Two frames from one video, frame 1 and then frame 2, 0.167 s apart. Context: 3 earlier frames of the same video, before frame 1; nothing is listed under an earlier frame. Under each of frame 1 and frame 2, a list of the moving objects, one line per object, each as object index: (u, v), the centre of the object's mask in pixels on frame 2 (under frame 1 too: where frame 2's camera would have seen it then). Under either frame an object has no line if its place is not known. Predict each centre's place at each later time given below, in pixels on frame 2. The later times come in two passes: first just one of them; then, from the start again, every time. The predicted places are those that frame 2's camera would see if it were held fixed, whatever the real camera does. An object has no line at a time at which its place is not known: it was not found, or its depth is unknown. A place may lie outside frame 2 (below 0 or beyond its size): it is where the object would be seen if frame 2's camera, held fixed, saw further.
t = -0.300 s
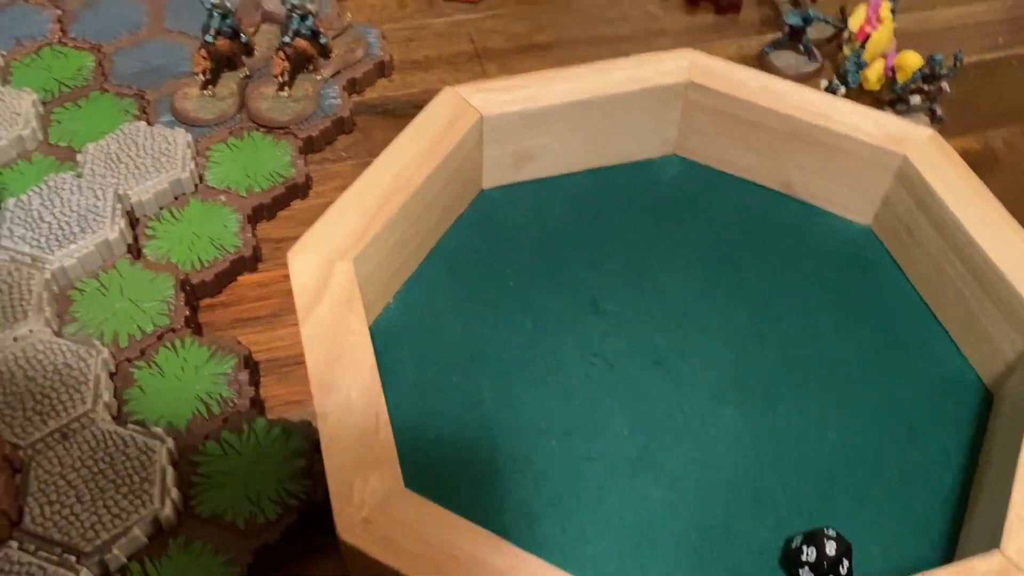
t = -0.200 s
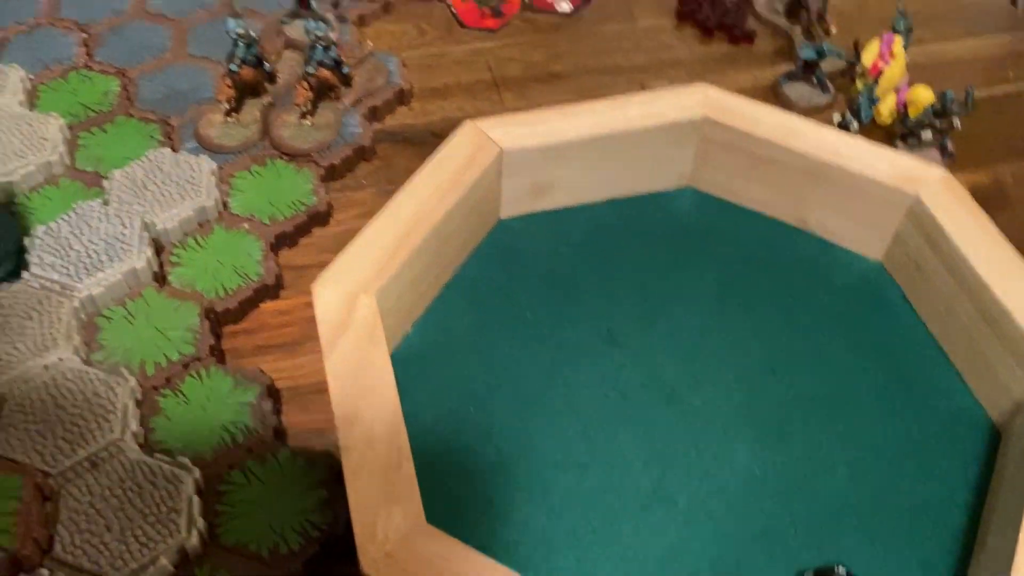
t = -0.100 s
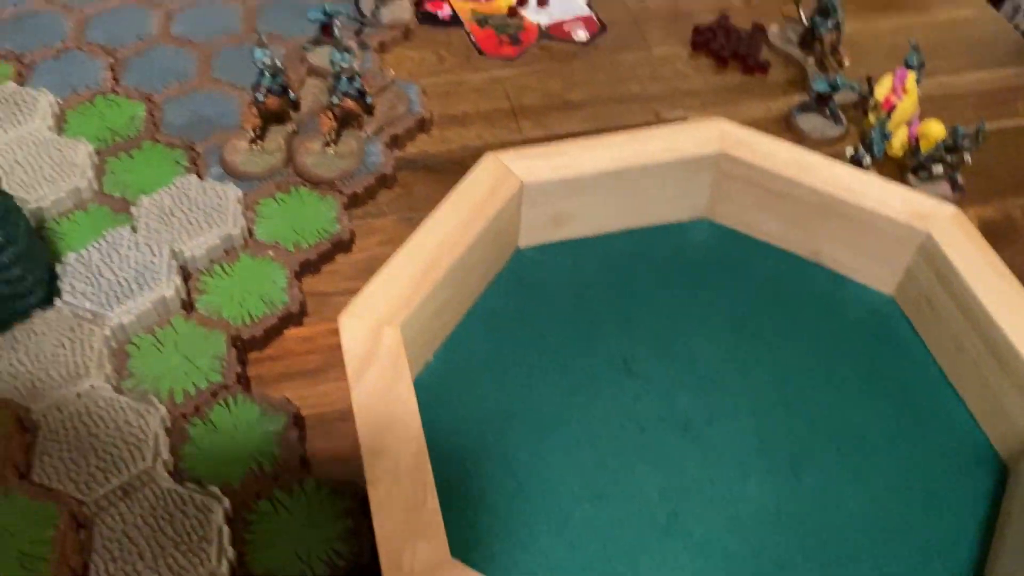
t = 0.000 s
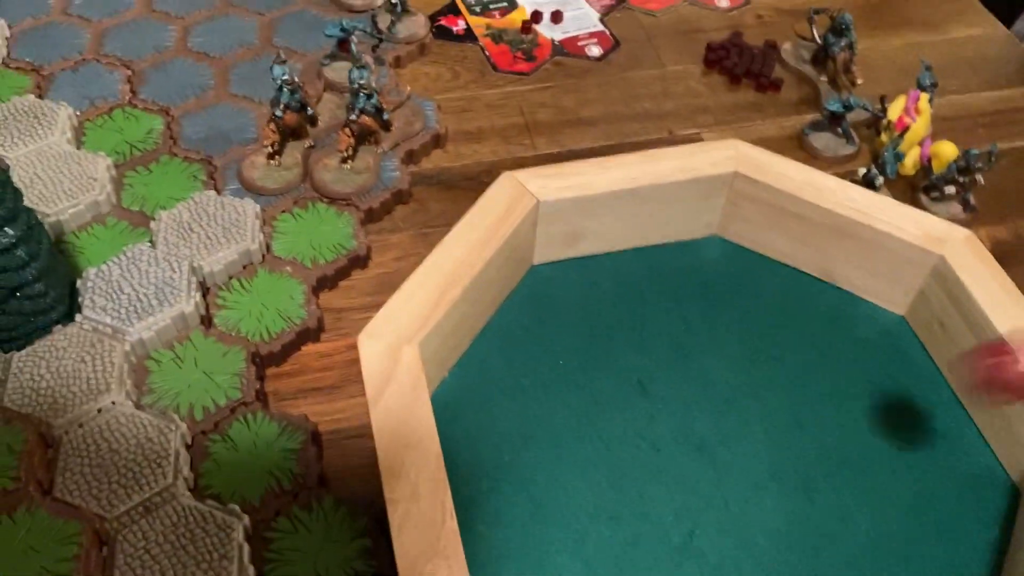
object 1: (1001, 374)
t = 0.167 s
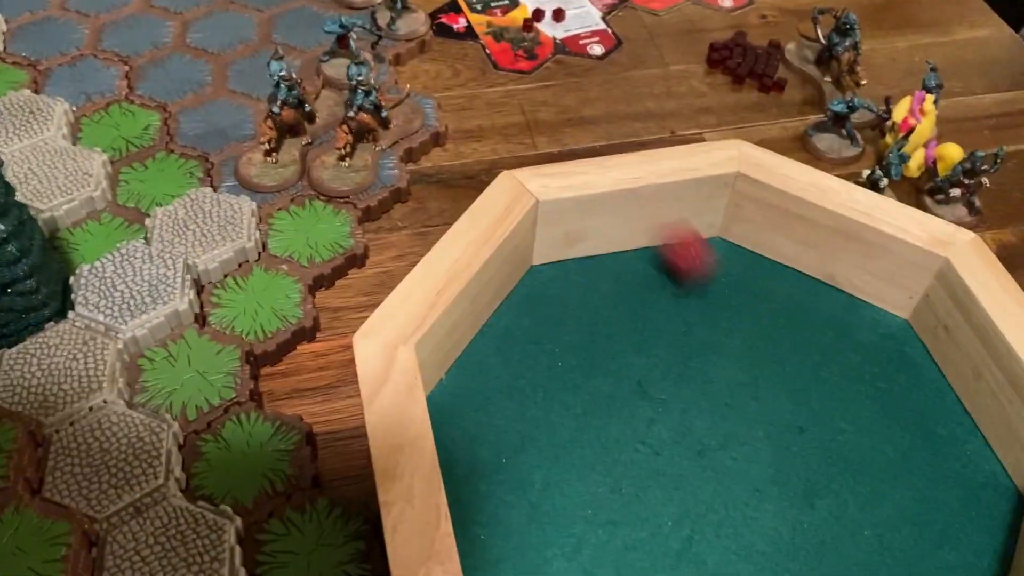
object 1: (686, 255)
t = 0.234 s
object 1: (652, 288)
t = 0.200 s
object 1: (665, 256)
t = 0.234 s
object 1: (652, 288)
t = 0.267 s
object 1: (640, 307)
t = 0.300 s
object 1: (621, 327)
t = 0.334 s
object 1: (598, 344)
